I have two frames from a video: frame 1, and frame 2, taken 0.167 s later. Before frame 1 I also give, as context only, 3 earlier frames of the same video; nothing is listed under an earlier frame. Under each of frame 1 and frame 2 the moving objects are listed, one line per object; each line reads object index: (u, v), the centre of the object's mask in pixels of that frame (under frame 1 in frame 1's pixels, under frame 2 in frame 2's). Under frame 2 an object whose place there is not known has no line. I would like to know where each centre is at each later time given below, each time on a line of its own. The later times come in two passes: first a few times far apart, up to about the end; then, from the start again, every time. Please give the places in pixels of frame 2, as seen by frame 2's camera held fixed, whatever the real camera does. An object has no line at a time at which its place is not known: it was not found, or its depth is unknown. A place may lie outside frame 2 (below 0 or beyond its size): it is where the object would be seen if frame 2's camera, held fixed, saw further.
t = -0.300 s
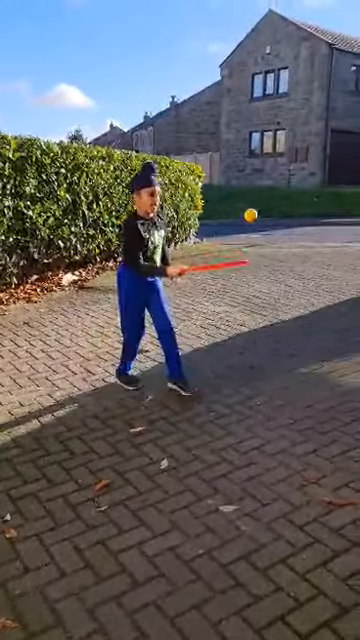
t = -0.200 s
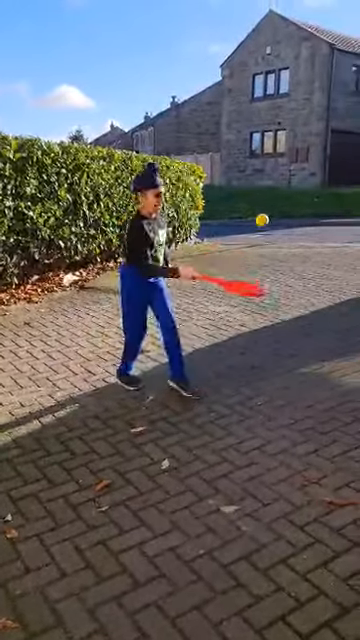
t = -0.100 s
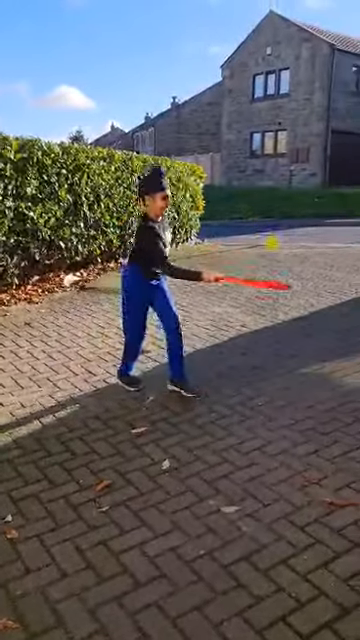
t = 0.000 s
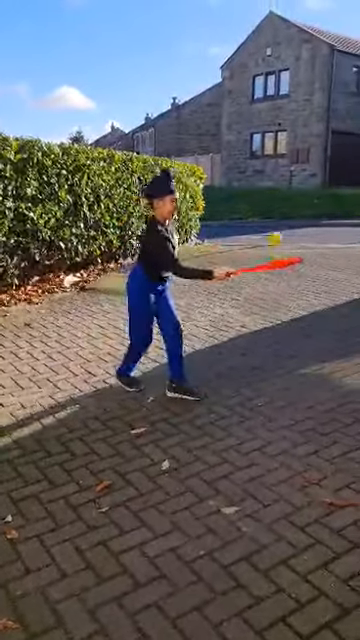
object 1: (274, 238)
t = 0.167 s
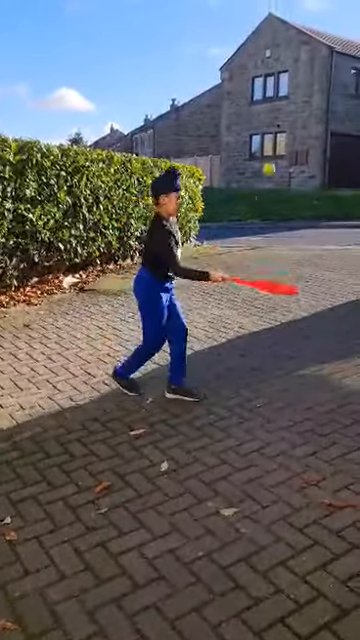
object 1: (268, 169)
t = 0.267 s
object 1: (264, 151)
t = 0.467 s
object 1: (255, 167)
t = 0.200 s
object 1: (267, 162)
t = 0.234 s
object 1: (265, 154)
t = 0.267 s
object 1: (264, 151)
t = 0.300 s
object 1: (263, 150)
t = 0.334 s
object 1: (262, 150)
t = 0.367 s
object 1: (260, 151)
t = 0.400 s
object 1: (259, 154)
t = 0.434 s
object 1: (256, 160)
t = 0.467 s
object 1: (255, 167)
